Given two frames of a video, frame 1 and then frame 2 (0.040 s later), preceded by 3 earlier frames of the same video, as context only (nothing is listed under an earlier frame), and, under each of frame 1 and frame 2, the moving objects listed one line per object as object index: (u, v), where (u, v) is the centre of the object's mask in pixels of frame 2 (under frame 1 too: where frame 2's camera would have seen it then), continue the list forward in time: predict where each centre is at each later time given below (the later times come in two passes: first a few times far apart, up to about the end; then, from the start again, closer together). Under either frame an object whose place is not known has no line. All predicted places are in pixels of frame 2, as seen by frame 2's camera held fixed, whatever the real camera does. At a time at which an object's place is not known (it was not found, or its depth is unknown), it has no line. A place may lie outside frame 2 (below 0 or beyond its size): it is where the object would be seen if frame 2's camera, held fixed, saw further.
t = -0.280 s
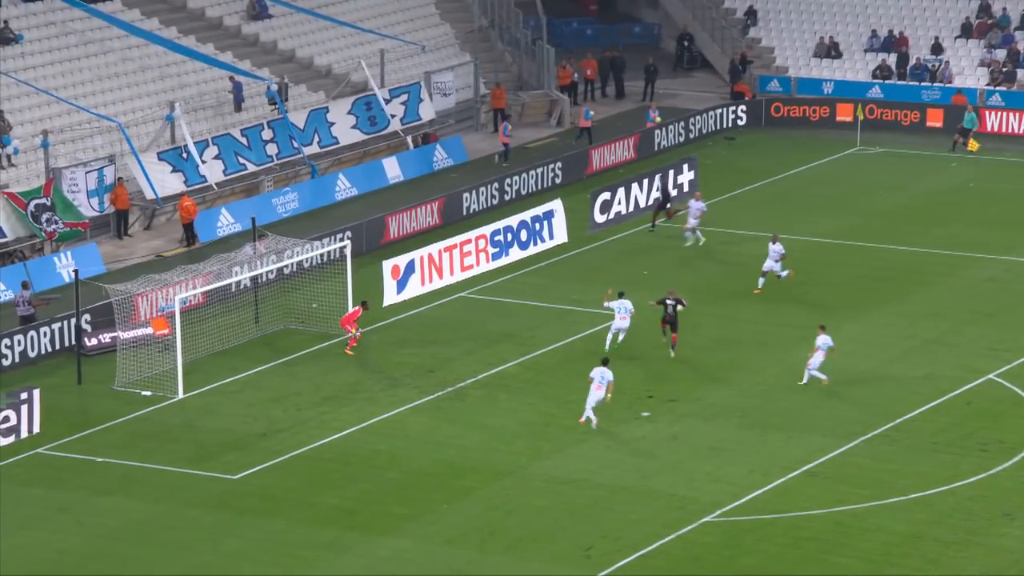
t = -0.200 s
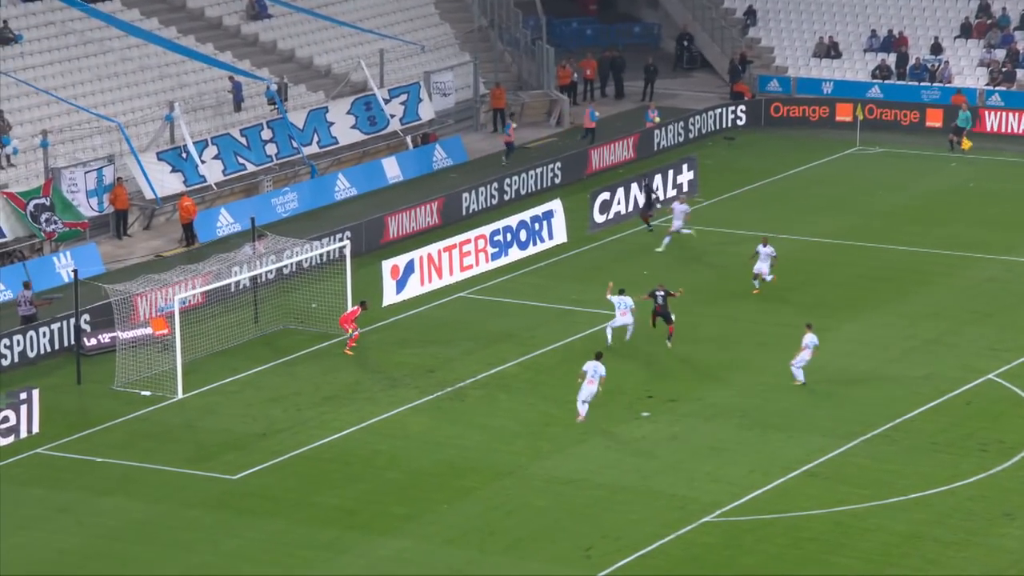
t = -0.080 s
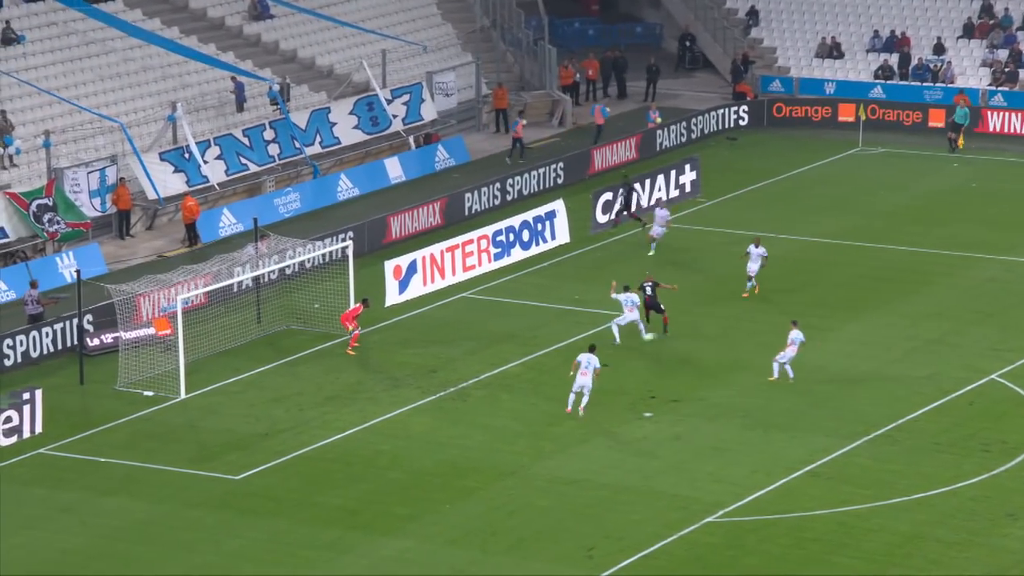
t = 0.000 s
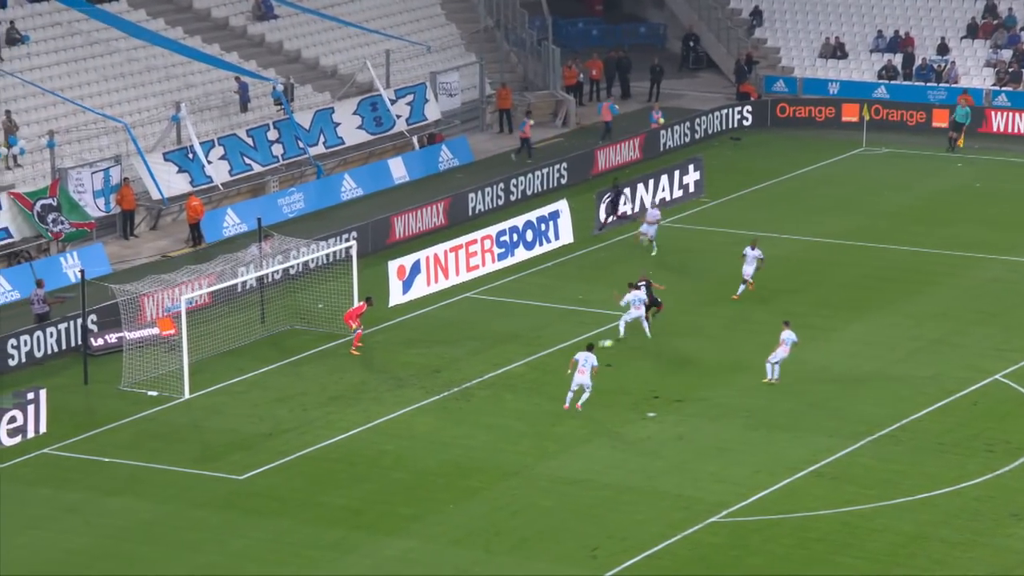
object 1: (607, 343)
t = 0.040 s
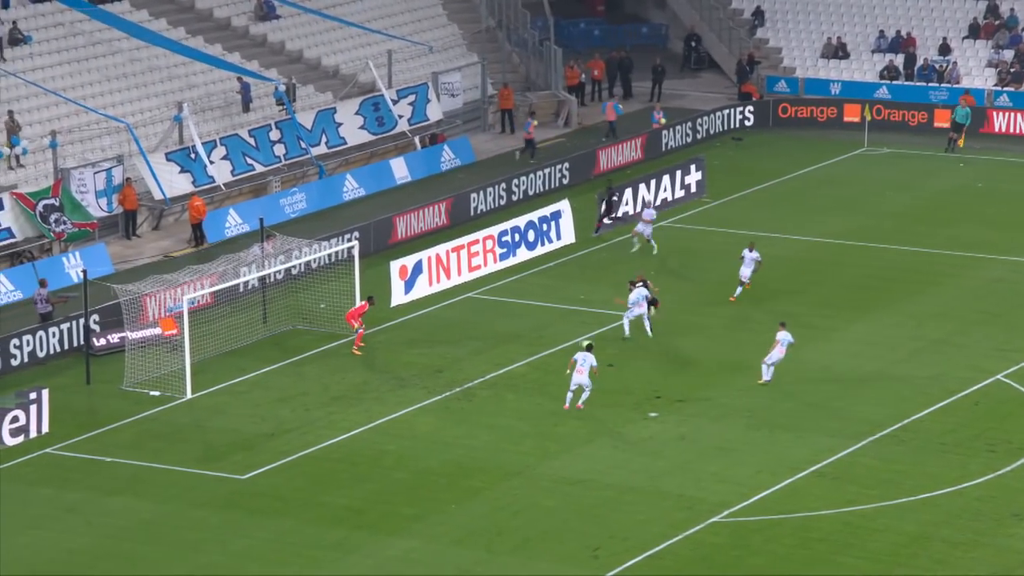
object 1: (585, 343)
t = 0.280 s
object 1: (471, 352)
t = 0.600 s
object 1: (344, 368)
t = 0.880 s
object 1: (251, 382)
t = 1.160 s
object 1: (169, 382)
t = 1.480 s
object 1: (121, 328)
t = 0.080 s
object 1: (566, 343)
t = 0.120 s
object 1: (546, 344)
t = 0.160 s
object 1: (527, 344)
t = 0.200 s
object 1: (508, 347)
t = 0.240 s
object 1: (490, 349)
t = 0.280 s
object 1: (471, 352)
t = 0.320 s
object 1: (453, 356)
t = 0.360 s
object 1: (436, 357)
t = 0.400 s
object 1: (420, 358)
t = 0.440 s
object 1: (404, 360)
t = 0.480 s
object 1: (389, 362)
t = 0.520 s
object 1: (373, 365)
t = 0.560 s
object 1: (359, 367)
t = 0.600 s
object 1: (344, 368)
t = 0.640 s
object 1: (330, 370)
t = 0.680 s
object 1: (316, 372)
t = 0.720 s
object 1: (302, 375)
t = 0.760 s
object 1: (289, 376)
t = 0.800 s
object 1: (277, 377)
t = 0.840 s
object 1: (264, 379)
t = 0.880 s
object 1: (251, 382)
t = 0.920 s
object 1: (239, 383)
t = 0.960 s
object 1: (227, 383)
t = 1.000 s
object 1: (215, 384)
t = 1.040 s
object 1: (203, 387)
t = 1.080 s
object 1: (194, 389)
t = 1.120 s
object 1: (180, 390)
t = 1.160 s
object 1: (169, 382)
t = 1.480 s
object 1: (121, 328)
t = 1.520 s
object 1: (119, 322)
